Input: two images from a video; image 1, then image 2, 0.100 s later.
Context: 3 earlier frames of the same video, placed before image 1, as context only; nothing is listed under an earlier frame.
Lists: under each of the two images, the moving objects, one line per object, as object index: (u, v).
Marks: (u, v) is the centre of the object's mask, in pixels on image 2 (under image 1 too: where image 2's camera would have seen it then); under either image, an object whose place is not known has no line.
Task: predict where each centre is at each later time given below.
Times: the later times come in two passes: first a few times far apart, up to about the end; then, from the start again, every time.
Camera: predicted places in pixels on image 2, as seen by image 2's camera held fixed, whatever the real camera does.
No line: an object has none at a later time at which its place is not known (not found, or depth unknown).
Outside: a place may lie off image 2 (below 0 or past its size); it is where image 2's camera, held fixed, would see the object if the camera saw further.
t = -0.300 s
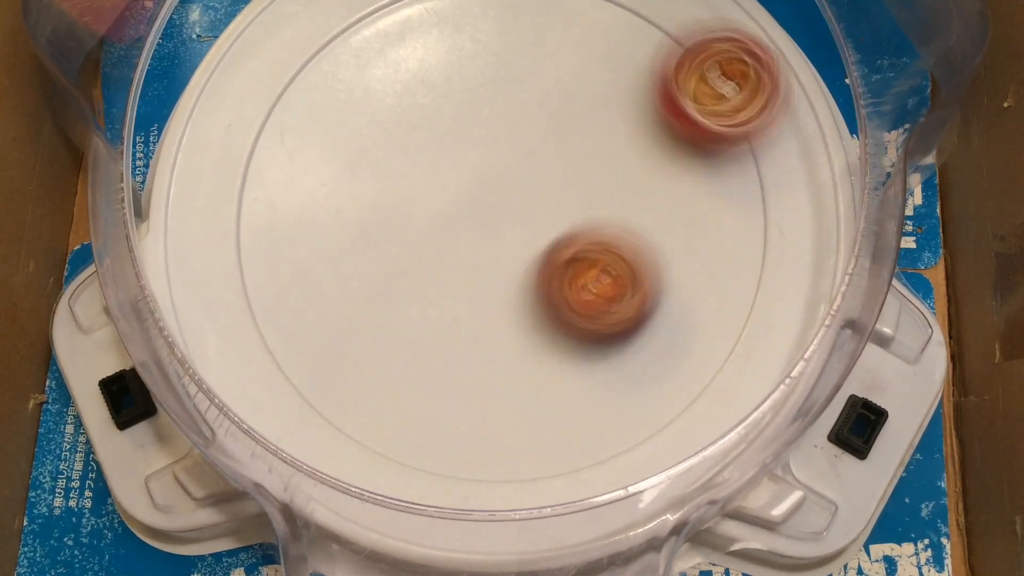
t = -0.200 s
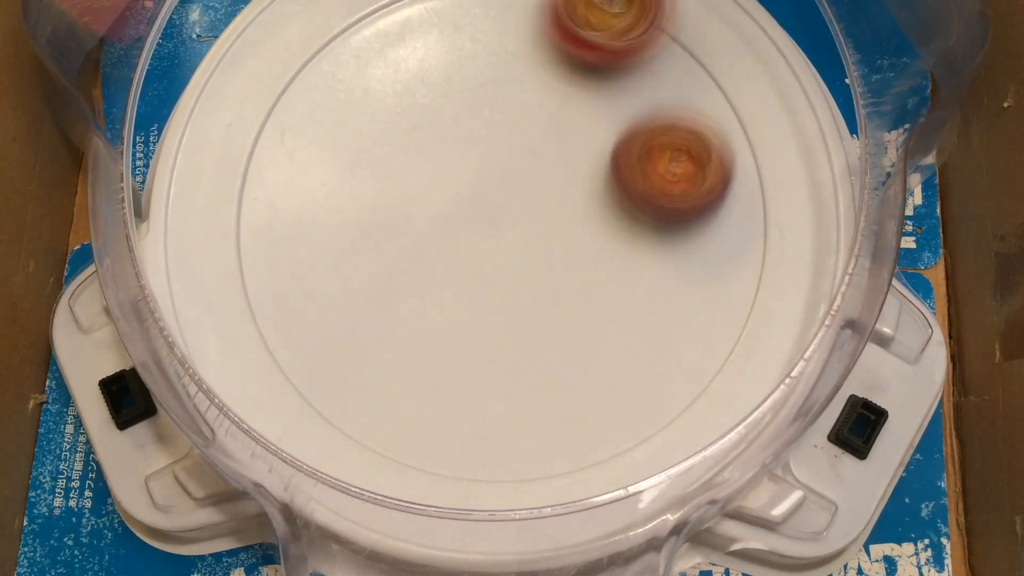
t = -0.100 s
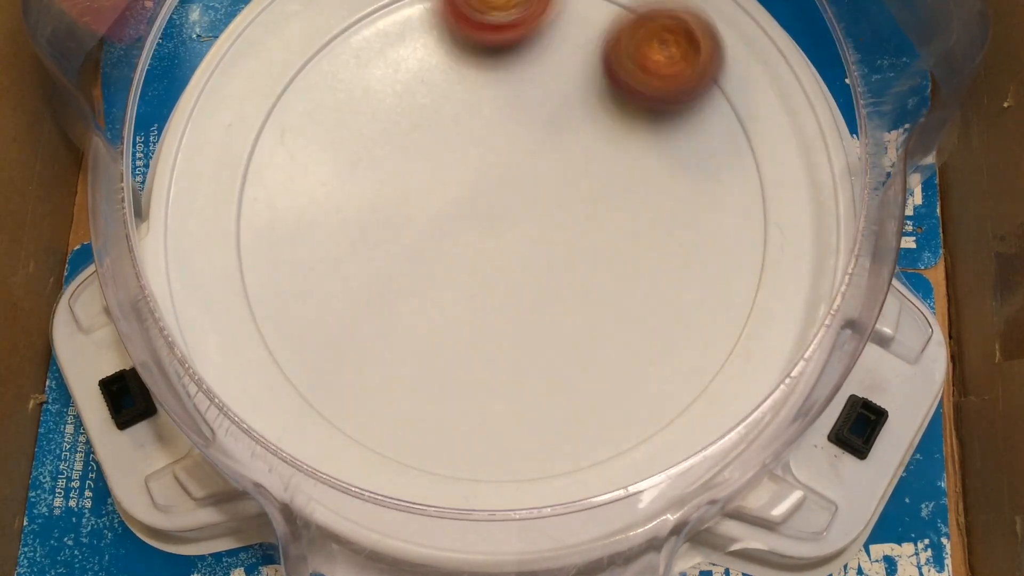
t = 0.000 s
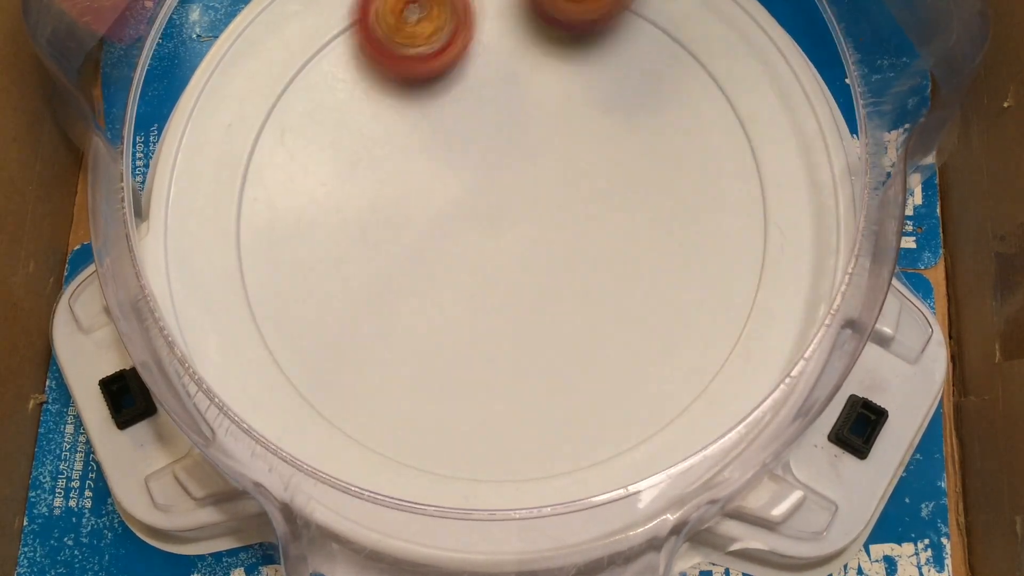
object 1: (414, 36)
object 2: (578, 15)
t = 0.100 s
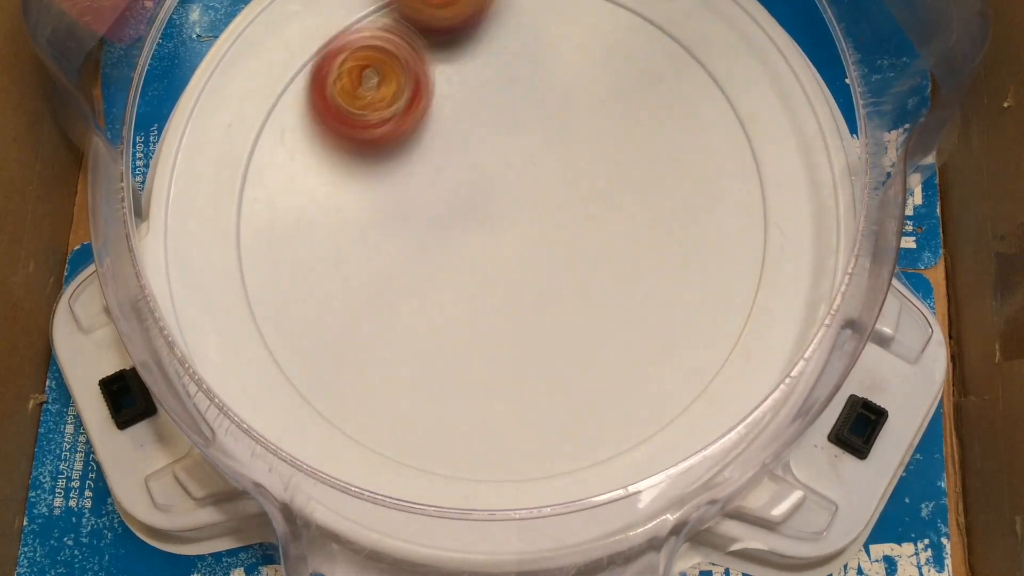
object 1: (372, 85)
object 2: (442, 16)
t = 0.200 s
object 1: (342, 200)
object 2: (335, 43)
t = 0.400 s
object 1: (444, 381)
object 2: (267, 295)
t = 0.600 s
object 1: (653, 400)
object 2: (452, 378)
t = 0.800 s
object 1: (725, 205)
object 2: (566, 177)
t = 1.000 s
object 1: (584, 94)
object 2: (490, 13)
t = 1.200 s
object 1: (451, 117)
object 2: (291, 16)
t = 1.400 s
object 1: (431, 168)
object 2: (216, 225)
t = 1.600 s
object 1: (451, 197)
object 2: (514, 406)
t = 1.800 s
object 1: (470, 215)
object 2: (765, 220)
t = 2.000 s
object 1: (476, 226)
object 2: (578, 18)
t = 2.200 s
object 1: (473, 226)
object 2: (272, 107)
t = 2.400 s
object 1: (470, 220)
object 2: (364, 421)
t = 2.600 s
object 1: (470, 213)
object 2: (690, 369)
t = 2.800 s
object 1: (473, 206)
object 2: (713, 105)
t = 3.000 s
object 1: (477, 197)
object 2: (471, 27)
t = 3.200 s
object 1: (482, 196)
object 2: (257, 183)
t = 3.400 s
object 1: (489, 197)
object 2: (360, 404)
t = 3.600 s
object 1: (492, 199)
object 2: (606, 377)
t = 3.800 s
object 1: (490, 201)
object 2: (666, 169)
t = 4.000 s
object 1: (487, 200)
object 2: (515, 46)
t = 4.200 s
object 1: (481, 205)
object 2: (331, 104)
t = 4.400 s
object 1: (478, 206)
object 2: (331, 308)
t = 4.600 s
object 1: (474, 206)
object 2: (545, 370)
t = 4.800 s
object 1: (476, 204)
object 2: (671, 232)
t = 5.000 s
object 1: (476, 204)
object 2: (611, 74)
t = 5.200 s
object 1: (480, 202)
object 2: (420, 63)
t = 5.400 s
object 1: (481, 200)
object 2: (324, 242)
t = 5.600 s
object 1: (482, 201)
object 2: (457, 388)
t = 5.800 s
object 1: (485, 200)
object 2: (640, 327)
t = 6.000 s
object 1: (484, 201)
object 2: (650, 146)
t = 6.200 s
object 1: (483, 204)
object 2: (483, 58)
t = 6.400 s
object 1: (480, 205)
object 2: (325, 153)
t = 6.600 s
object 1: (477, 204)
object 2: (354, 333)
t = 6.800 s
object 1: (476, 205)
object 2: (558, 357)
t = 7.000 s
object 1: (477, 204)
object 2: (656, 201)
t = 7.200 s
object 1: (479, 201)
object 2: (571, 63)
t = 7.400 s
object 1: (479, 202)
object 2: (405, 69)
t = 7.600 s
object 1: (480, 203)
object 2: (335, 232)
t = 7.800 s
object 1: (481, 205)
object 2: (476, 363)
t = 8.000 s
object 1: (483, 207)
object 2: (642, 300)
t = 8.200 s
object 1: (481, 204)
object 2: (649, 141)
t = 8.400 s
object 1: (479, 204)
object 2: (493, 63)
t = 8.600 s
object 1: (475, 203)
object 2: (342, 157)
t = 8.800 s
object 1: (474, 202)
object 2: (363, 324)
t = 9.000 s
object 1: (475, 201)
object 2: (542, 364)
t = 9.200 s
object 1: (477, 202)
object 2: (647, 220)
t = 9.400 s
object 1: (479, 203)
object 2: (571, 80)
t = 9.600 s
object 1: (481, 204)
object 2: (418, 70)
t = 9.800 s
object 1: (482, 204)
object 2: (330, 206)
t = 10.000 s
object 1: (482, 203)
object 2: (438, 345)
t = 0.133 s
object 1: (356, 126)
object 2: (399, 16)
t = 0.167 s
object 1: (346, 163)
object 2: (366, 26)
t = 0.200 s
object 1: (342, 200)
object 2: (335, 43)
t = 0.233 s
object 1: (342, 237)
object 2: (308, 72)
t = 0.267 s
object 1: (349, 266)
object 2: (285, 118)
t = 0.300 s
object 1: (359, 291)
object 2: (270, 171)
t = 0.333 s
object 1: (376, 316)
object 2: (266, 229)
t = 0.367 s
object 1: (409, 353)
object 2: (260, 262)
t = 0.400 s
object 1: (444, 381)
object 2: (267, 295)
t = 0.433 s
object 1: (477, 403)
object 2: (288, 328)
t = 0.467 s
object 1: (509, 415)
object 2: (321, 358)
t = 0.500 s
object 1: (536, 418)
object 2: (365, 380)
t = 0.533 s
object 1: (558, 416)
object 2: (418, 393)
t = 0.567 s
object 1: (608, 410)
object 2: (434, 390)
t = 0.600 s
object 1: (653, 400)
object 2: (452, 378)
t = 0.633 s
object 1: (690, 379)
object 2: (478, 358)
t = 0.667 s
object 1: (715, 351)
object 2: (504, 329)
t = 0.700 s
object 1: (728, 313)
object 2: (526, 298)
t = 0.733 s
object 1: (735, 275)
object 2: (546, 259)
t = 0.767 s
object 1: (734, 237)
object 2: (560, 217)
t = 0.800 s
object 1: (725, 205)
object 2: (566, 177)
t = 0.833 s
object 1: (709, 175)
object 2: (568, 135)
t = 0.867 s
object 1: (691, 150)
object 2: (564, 94)
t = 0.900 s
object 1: (665, 128)
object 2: (554, 57)
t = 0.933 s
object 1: (640, 113)
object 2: (536, 34)
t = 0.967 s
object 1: (613, 101)
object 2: (516, 21)
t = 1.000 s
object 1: (584, 94)
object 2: (490, 13)
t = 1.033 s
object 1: (556, 91)
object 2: (460, 8)
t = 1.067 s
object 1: (529, 91)
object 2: (429, 7)
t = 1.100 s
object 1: (505, 94)
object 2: (399, 6)
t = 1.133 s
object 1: (484, 100)
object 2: (365, 6)
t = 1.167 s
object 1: (466, 108)
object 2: (326, 10)
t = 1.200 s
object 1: (451, 117)
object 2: (291, 16)
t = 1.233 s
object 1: (440, 127)
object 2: (259, 27)
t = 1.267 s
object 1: (434, 137)
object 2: (235, 45)
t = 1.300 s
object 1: (430, 146)
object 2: (217, 73)
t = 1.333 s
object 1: (429, 155)
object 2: (204, 120)
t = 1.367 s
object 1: (429, 162)
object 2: (203, 173)
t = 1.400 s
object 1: (431, 168)
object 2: (216, 225)
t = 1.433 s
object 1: (433, 174)
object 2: (242, 273)
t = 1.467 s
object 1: (436, 180)
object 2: (280, 321)
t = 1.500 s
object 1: (440, 184)
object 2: (327, 359)
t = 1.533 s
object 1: (444, 188)
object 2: (383, 385)
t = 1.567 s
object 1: (448, 192)
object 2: (448, 403)
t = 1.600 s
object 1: (451, 197)
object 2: (514, 406)
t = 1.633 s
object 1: (456, 201)
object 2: (579, 395)
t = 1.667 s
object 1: (460, 204)
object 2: (637, 374)
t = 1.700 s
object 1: (463, 206)
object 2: (690, 346)
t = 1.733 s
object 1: (465, 209)
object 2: (729, 309)
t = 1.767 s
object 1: (467, 212)
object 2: (755, 265)
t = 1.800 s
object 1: (470, 215)
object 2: (765, 220)
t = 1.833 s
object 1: (472, 217)
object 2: (767, 166)
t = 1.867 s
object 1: (474, 220)
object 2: (746, 119)
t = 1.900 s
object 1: (474, 222)
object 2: (720, 80)
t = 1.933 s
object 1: (475, 224)
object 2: (681, 46)
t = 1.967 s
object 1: (475, 225)
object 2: (633, 27)
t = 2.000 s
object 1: (476, 226)
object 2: (578, 18)
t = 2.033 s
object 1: (475, 227)
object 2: (521, 14)
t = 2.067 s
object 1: (475, 227)
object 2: (461, 16)
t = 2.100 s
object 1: (474, 228)
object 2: (404, 23)
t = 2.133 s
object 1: (474, 228)
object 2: (350, 36)
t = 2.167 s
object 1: (473, 227)
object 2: (304, 63)
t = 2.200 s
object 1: (473, 226)
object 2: (272, 107)
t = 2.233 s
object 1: (472, 226)
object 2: (248, 165)
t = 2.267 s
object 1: (471, 224)
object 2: (242, 230)
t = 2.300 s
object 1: (471, 224)
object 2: (251, 285)
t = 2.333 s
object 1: (471, 223)
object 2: (277, 342)
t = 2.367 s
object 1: (470, 222)
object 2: (318, 385)
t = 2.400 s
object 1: (470, 220)
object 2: (364, 421)
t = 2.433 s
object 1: (469, 219)
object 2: (423, 440)
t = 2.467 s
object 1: (469, 218)
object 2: (479, 448)
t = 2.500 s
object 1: (469, 217)
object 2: (539, 446)
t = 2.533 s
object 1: (469, 216)
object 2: (595, 432)
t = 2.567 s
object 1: (469, 215)
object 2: (645, 404)
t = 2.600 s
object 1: (470, 213)
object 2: (690, 369)
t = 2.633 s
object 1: (471, 211)
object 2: (715, 330)
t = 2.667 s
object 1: (471, 210)
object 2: (737, 283)
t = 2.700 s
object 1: (471, 209)
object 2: (746, 238)
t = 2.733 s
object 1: (471, 208)
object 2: (744, 193)
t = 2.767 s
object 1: (472, 208)
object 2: (735, 147)
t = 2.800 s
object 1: (473, 206)
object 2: (713, 105)
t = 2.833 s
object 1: (474, 205)
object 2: (685, 70)
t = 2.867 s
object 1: (476, 204)
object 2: (650, 45)
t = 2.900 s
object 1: (477, 202)
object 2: (606, 32)
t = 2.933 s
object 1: (477, 200)
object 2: (563, 27)
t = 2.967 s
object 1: (477, 198)
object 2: (518, 25)
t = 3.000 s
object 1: (477, 197)
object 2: (471, 27)
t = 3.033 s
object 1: (477, 196)
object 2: (422, 32)
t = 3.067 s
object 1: (477, 195)
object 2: (377, 43)
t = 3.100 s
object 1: (477, 195)
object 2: (333, 63)
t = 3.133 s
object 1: (478, 195)
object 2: (299, 98)
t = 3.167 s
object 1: (480, 195)
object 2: (276, 137)
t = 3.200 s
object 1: (482, 196)
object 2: (257, 183)
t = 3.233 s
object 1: (484, 196)
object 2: (251, 228)
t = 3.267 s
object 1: (485, 195)
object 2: (254, 274)
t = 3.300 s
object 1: (486, 195)
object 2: (266, 312)
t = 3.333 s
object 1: (487, 195)
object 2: (291, 347)
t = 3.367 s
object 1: (488, 196)
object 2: (321, 379)
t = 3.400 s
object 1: (489, 197)
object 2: (360, 404)
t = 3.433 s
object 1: (489, 198)
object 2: (400, 422)
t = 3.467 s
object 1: (490, 199)
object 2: (446, 429)
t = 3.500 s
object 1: (491, 199)
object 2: (488, 429)
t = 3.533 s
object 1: (492, 199)
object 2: (529, 419)
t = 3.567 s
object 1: (492, 199)
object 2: (571, 401)
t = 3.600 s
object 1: (492, 199)
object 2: (606, 377)
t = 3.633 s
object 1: (492, 199)
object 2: (632, 348)
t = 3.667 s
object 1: (491, 199)
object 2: (656, 313)
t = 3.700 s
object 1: (491, 199)
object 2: (668, 279)
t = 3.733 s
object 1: (490, 200)
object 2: (674, 242)
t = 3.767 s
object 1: (490, 200)
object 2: (673, 202)
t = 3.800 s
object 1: (490, 201)
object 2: (666, 169)
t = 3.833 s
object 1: (490, 201)
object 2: (650, 138)
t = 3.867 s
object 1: (490, 200)
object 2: (628, 108)
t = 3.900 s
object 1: (490, 200)
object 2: (607, 85)
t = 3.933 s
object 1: (489, 200)
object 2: (579, 64)
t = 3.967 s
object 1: (488, 200)
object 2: (545, 51)
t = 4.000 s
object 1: (487, 200)
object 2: (515, 46)
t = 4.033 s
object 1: (486, 200)
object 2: (481, 43)
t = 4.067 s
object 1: (485, 201)
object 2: (447, 44)
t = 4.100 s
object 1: (484, 201)
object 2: (415, 51)
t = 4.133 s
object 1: (483, 202)
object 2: (383, 61)
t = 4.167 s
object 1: (482, 203)
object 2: (354, 81)
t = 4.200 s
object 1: (481, 205)
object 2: (331, 104)
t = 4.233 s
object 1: (481, 205)
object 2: (313, 134)
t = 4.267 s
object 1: (481, 206)
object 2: (298, 166)
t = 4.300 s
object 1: (480, 206)
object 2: (294, 202)
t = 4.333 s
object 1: (480, 206)
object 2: (298, 242)
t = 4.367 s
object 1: (479, 206)
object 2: (309, 275)
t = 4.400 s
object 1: (478, 206)
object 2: (331, 308)
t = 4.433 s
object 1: (476, 205)
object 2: (358, 339)
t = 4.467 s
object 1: (476, 205)
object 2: (393, 360)
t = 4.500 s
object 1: (475, 205)
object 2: (432, 374)
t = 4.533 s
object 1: (474, 206)
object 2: (470, 382)
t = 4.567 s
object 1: (474, 206)
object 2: (507, 378)
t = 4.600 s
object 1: (474, 206)
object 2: (545, 370)
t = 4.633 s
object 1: (475, 206)
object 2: (577, 357)
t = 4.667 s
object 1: (475, 205)
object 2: (604, 338)
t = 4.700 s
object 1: (475, 205)
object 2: (629, 314)
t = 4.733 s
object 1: (476, 204)
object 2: (650, 288)
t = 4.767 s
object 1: (476, 204)
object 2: (663, 262)
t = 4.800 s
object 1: (476, 204)
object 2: (671, 232)
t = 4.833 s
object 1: (475, 203)
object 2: (674, 202)
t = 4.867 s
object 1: (475, 203)
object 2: (672, 173)
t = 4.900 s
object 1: (475, 204)
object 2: (664, 147)
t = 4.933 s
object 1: (475, 204)
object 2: (651, 120)
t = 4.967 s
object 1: (475, 204)
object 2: (631, 95)
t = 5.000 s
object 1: (476, 204)
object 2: (611, 74)
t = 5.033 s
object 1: (476, 204)
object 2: (586, 58)
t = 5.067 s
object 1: (477, 204)
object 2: (555, 48)
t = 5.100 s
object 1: (478, 204)
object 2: (520, 45)
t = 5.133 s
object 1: (478, 203)
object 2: (487, 45)
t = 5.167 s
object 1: (479, 203)
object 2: (453, 50)
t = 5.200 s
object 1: (480, 202)
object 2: (420, 63)
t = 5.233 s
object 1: (480, 202)
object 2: (388, 83)
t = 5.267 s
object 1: (480, 201)
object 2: (363, 108)
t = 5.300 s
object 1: (480, 201)
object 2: (345, 136)
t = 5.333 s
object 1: (480, 201)
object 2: (329, 173)
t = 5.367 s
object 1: (480, 200)
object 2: (323, 206)
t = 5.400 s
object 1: (481, 200)
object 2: (324, 242)
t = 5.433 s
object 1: (481, 200)
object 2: (333, 276)
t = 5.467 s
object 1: (480, 200)
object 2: (347, 308)
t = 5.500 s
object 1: (481, 200)
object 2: (368, 335)
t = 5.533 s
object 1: (481, 200)
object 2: (395, 358)
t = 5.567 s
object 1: (481, 201)
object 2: (425, 376)
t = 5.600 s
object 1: (482, 201)
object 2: (457, 388)
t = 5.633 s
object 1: (483, 201)
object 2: (491, 391)
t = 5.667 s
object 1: (484, 200)
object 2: (527, 390)
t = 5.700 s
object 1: (485, 200)
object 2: (559, 382)
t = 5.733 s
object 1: (485, 200)
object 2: (589, 369)
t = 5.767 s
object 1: (485, 200)
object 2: (616, 350)
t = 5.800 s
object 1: (485, 200)
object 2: (640, 327)
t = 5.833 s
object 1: (485, 200)
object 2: (660, 297)
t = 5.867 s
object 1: (485, 200)
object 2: (671, 268)
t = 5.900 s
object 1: (485, 200)
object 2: (676, 236)
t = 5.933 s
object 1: (485, 201)
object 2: (674, 205)
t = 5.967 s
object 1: (484, 201)
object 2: (666, 174)
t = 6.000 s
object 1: (484, 201)
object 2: (650, 146)
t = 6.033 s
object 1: (484, 202)
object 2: (631, 120)
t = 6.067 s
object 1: (483, 202)
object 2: (608, 97)
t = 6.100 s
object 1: (483, 203)
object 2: (581, 80)
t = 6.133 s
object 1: (483, 203)
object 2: (550, 66)
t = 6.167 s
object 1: (483, 204)
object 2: (517, 60)
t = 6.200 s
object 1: (483, 204)
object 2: (483, 58)
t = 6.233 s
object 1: (483, 204)
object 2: (452, 61)
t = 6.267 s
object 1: (482, 204)
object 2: (421, 72)
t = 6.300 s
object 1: (482, 205)
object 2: (392, 85)
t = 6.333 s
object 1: (481, 205)
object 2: (365, 105)
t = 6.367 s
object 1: (481, 205)
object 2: (342, 128)
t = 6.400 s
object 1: (480, 205)
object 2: (325, 153)
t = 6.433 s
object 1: (480, 205)
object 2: (313, 184)
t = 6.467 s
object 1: (479, 204)
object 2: (307, 213)
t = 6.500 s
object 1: (478, 204)
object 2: (309, 248)
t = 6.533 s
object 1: (478, 203)
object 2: (317, 279)
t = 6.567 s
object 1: (478, 204)
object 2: (332, 307)
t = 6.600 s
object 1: (477, 204)
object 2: (354, 333)
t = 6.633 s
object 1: (476, 204)
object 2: (383, 354)
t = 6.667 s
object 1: (476, 204)
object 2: (416, 370)
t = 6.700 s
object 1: (475, 205)
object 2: (452, 378)
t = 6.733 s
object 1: (475, 205)
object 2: (489, 378)
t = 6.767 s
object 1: (476, 204)
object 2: (523, 371)
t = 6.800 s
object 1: (476, 205)
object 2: (558, 357)
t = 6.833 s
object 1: (476, 204)
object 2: (589, 337)
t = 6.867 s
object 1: (476, 204)
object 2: (613, 315)
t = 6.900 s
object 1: (476, 204)
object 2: (632, 289)
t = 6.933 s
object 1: (476, 204)
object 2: (646, 260)
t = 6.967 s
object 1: (476, 204)
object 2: (655, 230)
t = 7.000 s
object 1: (477, 204)
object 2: (656, 201)
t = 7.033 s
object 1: (478, 203)
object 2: (653, 173)
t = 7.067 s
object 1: (478, 203)
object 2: (643, 146)
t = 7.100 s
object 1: (479, 202)
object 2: (631, 122)
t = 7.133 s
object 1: (479, 202)
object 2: (612, 98)
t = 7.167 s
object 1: (479, 202)
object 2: (593, 78)
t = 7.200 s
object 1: (479, 201)
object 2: (571, 63)
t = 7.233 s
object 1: (479, 201)
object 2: (546, 53)
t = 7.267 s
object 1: (479, 201)
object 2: (519, 49)
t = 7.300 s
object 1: (479, 201)
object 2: (490, 48)
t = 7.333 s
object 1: (479, 201)
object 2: (463, 49)
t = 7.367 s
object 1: (479, 201)
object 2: (433, 56)
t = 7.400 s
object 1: (479, 202)
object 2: (405, 69)
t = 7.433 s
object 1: (480, 203)
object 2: (381, 88)
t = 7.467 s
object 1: (479, 203)
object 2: (361, 111)
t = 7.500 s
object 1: (479, 203)
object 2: (345, 138)
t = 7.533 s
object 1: (479, 203)
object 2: (335, 167)
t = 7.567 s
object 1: (480, 203)
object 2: (331, 199)
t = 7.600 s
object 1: (480, 203)
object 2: (335, 232)
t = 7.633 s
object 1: (480, 204)
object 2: (344, 265)
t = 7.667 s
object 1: (480, 204)
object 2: (361, 294)
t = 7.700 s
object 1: (480, 204)
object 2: (383, 320)
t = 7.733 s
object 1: (480, 204)
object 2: (410, 341)
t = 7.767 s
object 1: (481, 205)
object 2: (441, 355)
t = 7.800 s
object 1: (481, 205)
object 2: (476, 363)
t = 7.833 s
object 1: (482, 206)
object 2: (510, 365)
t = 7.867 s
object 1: (482, 206)
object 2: (543, 362)
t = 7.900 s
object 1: (482, 207)
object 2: (573, 354)
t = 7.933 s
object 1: (482, 207)
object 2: (599, 340)
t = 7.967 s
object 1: (483, 207)
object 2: (623, 322)
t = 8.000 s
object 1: (483, 207)
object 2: (642, 300)
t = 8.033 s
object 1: (483, 207)
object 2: (658, 275)
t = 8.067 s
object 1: (482, 206)
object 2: (667, 248)
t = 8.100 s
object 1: (482, 206)
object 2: (672, 221)
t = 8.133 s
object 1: (482, 205)
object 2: (669, 193)
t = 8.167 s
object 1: (482, 205)
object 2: (662, 166)
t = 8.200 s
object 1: (481, 204)
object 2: (649, 141)
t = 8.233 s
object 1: (481, 204)
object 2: (632, 118)
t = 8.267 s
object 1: (481, 204)
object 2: (610, 97)
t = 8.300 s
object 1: (480, 204)
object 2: (585, 82)
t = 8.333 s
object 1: (480, 204)
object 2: (556, 71)
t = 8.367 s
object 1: (479, 204)
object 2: (525, 65)
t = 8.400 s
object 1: (479, 204)
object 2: (493, 63)
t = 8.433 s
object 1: (478, 204)
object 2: (462, 68)
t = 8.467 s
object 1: (477, 204)
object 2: (431, 78)
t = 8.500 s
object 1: (477, 204)
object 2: (404, 92)
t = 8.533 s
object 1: (476, 204)
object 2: (379, 111)
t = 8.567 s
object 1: (476, 203)
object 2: (359, 132)
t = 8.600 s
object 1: (475, 203)
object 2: (342, 157)
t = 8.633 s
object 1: (475, 203)
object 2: (331, 185)
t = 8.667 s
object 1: (475, 203)
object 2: (326, 215)
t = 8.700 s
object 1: (475, 202)
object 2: (326, 243)
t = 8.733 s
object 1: (474, 202)
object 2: (332, 271)
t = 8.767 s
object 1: (474, 202)
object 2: (344, 298)
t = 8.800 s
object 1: (474, 202)
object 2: (363, 324)
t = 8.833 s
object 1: (474, 202)
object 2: (386, 345)
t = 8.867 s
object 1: (474, 201)
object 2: (414, 361)
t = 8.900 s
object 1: (474, 201)
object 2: (445, 372)
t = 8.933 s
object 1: (474, 201)
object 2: (478, 376)
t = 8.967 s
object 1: (474, 201)
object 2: (511, 373)
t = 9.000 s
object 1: (475, 201)
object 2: (542, 364)
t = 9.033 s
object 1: (475, 201)
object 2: (571, 348)
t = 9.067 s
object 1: (475, 201)
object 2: (596, 329)
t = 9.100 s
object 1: (476, 202)
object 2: (616, 305)
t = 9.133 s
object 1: (476, 202)
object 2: (631, 279)
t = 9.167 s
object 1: (477, 202)
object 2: (642, 249)
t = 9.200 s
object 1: (477, 202)
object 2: (647, 220)
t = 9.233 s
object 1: (477, 202)
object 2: (645, 192)
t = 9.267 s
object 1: (478, 203)
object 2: (638, 165)
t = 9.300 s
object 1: (478, 203)
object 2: (626, 140)
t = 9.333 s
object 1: (478, 203)
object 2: (611, 117)
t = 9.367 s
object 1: (478, 203)
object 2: (592, 97)
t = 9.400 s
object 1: (479, 203)
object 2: (571, 80)
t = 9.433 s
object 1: (479, 204)
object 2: (547, 67)
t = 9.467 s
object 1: (479, 204)
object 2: (522, 59)
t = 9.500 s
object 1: (480, 204)
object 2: (496, 55)
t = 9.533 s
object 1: (480, 204)
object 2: (470, 55)
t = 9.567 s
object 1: (481, 204)
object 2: (443, 60)
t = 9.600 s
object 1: (481, 204)
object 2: (418, 70)
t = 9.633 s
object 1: (481, 204)
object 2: (394, 84)
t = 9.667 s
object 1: (482, 204)
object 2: (372, 101)
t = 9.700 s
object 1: (482, 204)
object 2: (354, 123)
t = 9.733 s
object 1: (482, 204)
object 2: (341, 148)
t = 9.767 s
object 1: (482, 204)
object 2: (332, 176)
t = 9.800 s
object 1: (482, 204)
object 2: (330, 206)
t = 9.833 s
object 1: (483, 204)
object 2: (334, 235)
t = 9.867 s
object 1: (483, 204)
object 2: (345, 264)
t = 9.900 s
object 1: (482, 203)
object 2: (362, 290)
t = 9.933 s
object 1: (482, 203)
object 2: (383, 312)
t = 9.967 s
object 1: (482, 203)
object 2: (409, 331)
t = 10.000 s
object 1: (482, 203)
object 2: (438, 345)
